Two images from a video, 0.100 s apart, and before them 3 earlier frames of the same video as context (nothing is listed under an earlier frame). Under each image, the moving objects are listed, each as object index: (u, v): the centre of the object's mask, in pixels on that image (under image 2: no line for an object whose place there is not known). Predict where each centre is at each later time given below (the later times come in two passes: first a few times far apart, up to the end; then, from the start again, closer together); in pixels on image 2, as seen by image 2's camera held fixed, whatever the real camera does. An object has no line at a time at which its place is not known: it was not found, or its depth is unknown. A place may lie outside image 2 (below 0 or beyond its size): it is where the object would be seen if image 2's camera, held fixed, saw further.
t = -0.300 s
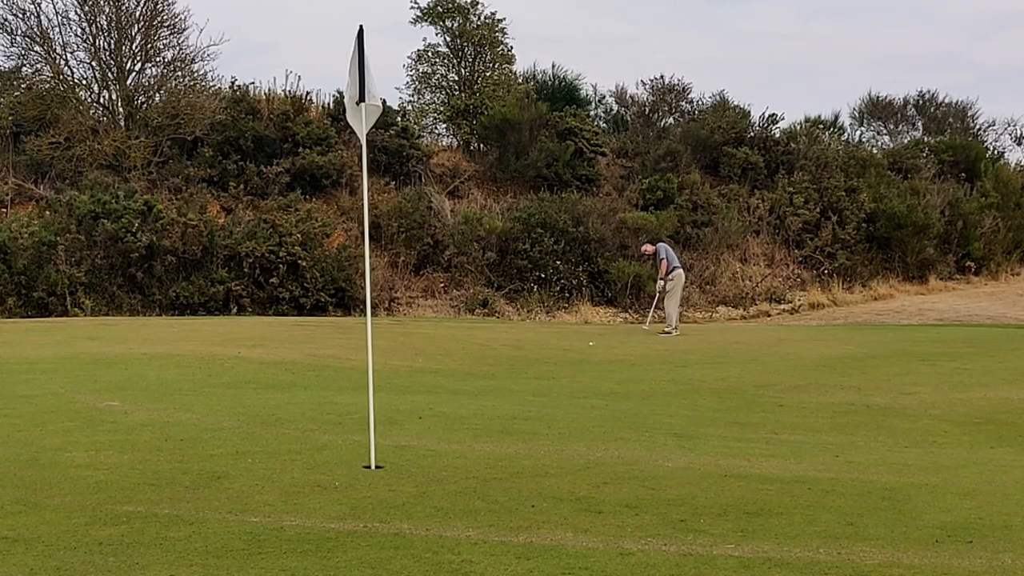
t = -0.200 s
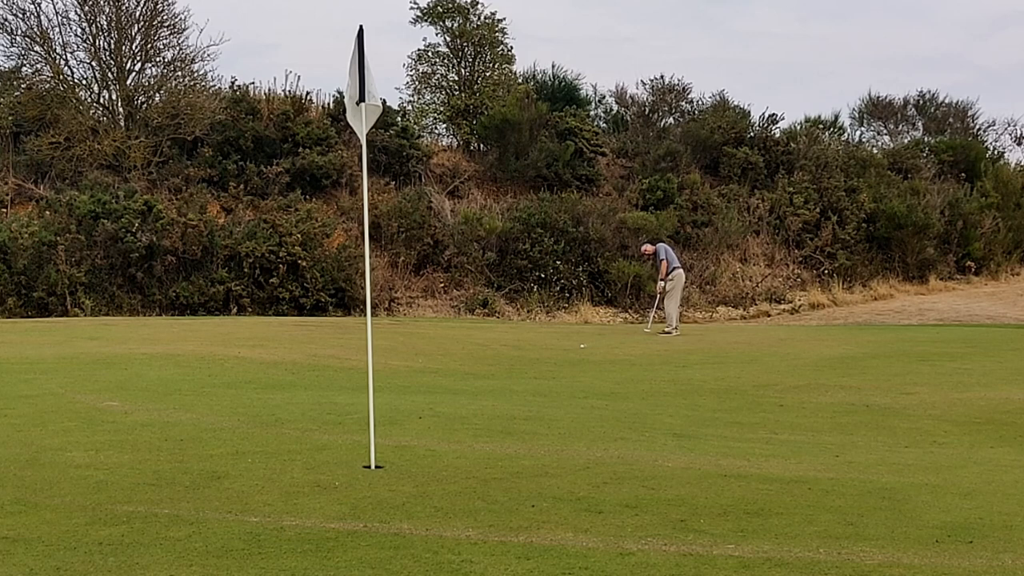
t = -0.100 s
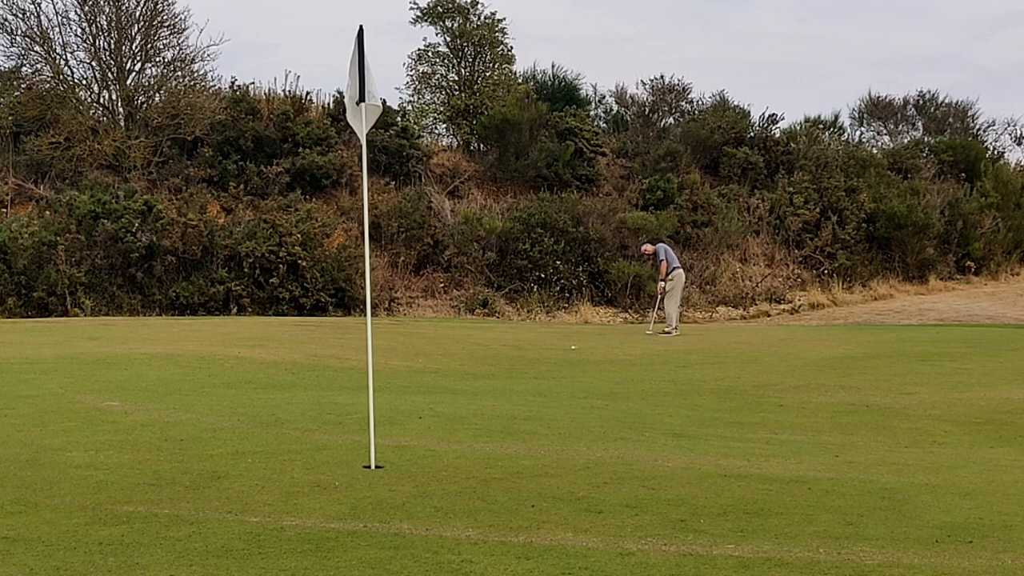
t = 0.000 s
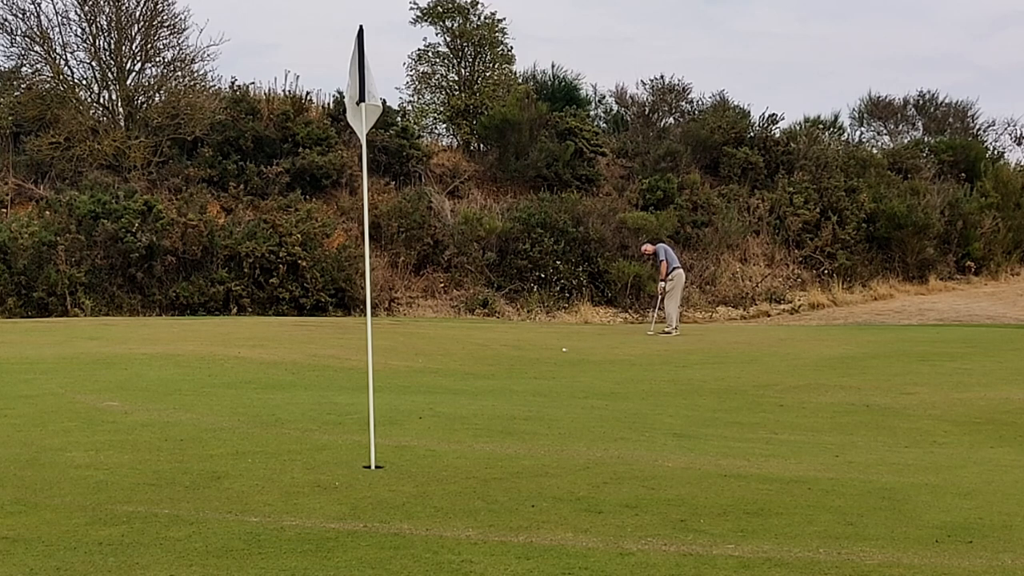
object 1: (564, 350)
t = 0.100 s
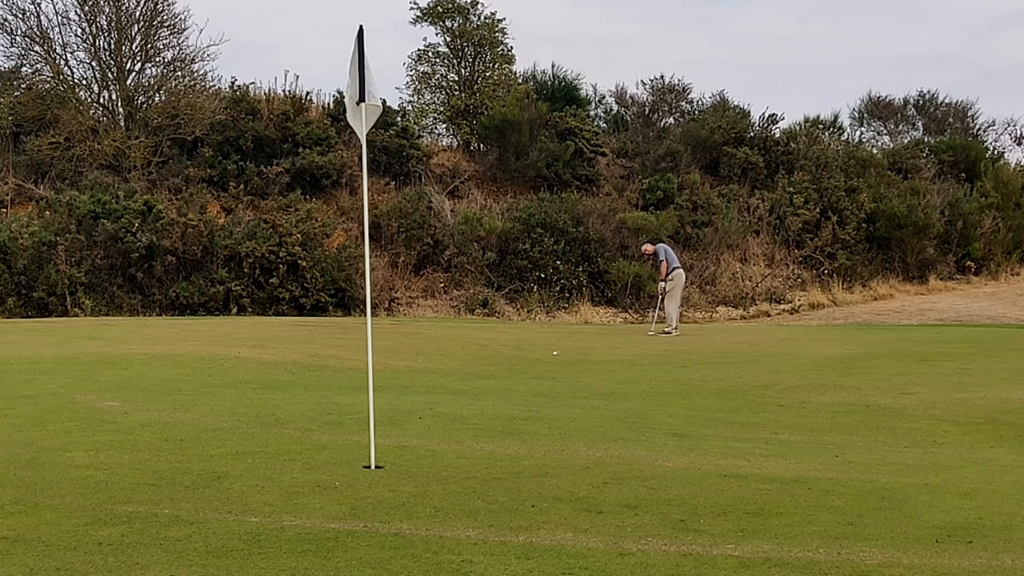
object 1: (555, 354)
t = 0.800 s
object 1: (494, 368)
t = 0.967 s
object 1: (482, 371)
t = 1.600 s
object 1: (444, 381)
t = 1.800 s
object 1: (436, 386)
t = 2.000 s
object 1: (430, 389)
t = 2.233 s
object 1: (426, 394)
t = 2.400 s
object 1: (424, 397)
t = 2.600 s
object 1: (425, 401)
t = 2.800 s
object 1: (428, 405)
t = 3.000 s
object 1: (432, 408)
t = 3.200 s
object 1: (440, 412)
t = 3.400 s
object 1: (449, 415)
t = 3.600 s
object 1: (459, 418)
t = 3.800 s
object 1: (469, 420)
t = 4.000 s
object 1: (481, 423)
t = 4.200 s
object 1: (492, 425)
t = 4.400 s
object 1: (502, 426)
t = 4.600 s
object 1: (511, 427)
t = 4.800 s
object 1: (518, 427)
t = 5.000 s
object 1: (523, 427)
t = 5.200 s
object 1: (526, 427)
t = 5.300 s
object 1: (526, 428)
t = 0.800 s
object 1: (494, 368)
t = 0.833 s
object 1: (491, 369)
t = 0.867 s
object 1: (489, 369)
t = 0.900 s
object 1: (486, 370)
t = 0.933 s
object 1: (484, 371)
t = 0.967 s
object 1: (482, 371)
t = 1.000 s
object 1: (479, 372)
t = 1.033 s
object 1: (477, 373)
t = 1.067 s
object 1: (475, 373)
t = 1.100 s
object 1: (472, 374)
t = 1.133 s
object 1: (470, 374)
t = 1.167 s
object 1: (468, 375)
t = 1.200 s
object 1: (466, 376)
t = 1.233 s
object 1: (464, 376)
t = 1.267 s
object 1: (462, 377)
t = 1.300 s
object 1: (460, 377)
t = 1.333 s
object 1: (458, 378)
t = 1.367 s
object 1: (457, 378)
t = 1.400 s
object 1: (454, 378)
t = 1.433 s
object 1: (453, 379)
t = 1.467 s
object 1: (451, 380)
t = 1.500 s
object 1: (449, 380)
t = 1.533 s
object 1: (447, 381)
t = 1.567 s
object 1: (446, 381)
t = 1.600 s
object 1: (444, 381)
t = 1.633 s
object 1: (443, 383)
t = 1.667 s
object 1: (441, 383)
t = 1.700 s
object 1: (440, 384)
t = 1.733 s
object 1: (439, 384)
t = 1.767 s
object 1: (437, 385)
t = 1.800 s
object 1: (436, 386)
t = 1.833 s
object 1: (434, 386)
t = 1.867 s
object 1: (433, 387)
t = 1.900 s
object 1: (432, 388)
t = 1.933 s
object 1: (432, 388)
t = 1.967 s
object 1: (430, 389)
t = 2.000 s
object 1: (430, 389)
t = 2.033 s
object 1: (429, 390)
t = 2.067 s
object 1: (428, 391)
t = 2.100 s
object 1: (428, 392)
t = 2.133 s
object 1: (427, 392)
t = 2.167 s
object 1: (427, 393)
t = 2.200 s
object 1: (426, 394)
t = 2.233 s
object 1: (426, 394)
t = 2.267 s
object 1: (425, 394)
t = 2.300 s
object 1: (425, 395)
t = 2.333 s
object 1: (425, 395)
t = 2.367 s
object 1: (425, 396)
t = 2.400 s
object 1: (424, 397)
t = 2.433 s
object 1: (424, 397)
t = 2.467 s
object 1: (424, 398)
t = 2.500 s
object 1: (424, 399)
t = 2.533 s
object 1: (424, 400)
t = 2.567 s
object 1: (424, 400)
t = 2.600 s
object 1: (425, 401)
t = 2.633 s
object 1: (425, 402)
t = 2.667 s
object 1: (425, 402)
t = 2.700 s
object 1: (426, 403)
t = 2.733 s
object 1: (426, 403)
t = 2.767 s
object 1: (427, 404)
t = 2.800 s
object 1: (428, 405)
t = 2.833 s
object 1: (428, 405)
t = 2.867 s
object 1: (429, 406)
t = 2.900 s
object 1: (429, 406)
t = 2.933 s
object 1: (431, 407)
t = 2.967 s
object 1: (432, 408)
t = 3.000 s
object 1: (432, 408)
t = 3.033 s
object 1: (434, 409)
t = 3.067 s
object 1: (435, 409)
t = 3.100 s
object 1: (436, 410)
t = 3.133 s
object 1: (437, 410)
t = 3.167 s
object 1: (439, 411)
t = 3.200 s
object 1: (440, 412)
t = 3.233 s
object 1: (441, 413)
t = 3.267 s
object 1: (443, 413)
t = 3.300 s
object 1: (444, 414)
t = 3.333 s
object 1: (446, 414)
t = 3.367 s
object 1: (447, 415)
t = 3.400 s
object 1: (449, 415)
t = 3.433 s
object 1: (450, 416)
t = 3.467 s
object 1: (452, 416)
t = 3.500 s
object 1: (454, 417)
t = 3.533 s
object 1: (455, 417)
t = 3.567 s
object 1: (457, 418)
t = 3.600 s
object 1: (459, 418)
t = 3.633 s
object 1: (460, 418)
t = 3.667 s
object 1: (462, 419)
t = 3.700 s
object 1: (464, 419)
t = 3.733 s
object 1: (466, 420)
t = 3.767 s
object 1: (467, 420)
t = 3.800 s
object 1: (469, 420)
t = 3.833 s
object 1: (471, 421)
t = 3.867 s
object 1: (473, 422)
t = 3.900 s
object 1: (475, 422)
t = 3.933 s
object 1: (477, 422)
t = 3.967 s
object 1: (479, 423)
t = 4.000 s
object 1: (481, 423)
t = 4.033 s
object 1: (482, 423)
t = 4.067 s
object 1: (484, 423)
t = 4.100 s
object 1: (486, 424)
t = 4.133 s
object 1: (488, 424)
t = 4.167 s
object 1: (490, 425)
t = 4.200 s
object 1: (492, 425)
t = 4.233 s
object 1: (493, 425)
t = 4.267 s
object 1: (495, 425)
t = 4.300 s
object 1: (497, 426)
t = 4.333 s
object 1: (499, 426)
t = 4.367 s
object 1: (500, 426)
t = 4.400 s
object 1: (502, 426)
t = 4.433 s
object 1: (504, 426)
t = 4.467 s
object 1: (505, 427)
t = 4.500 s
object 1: (507, 427)
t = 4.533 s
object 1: (508, 427)
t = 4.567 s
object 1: (510, 427)
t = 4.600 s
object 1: (511, 427)
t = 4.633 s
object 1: (513, 427)
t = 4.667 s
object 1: (514, 427)
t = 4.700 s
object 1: (515, 427)
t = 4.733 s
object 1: (516, 427)
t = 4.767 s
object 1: (517, 427)
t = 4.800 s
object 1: (518, 427)
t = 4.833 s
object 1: (519, 427)
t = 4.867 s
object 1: (520, 427)
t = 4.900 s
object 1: (521, 427)
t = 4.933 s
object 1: (521, 427)
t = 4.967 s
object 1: (522, 427)
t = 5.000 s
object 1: (523, 427)
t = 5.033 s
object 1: (523, 427)
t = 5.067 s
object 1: (524, 427)
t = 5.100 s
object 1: (524, 428)
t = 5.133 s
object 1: (524, 427)
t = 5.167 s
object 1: (525, 428)
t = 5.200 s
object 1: (526, 427)
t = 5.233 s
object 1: (526, 427)
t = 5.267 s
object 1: (526, 427)
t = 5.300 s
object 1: (526, 428)
